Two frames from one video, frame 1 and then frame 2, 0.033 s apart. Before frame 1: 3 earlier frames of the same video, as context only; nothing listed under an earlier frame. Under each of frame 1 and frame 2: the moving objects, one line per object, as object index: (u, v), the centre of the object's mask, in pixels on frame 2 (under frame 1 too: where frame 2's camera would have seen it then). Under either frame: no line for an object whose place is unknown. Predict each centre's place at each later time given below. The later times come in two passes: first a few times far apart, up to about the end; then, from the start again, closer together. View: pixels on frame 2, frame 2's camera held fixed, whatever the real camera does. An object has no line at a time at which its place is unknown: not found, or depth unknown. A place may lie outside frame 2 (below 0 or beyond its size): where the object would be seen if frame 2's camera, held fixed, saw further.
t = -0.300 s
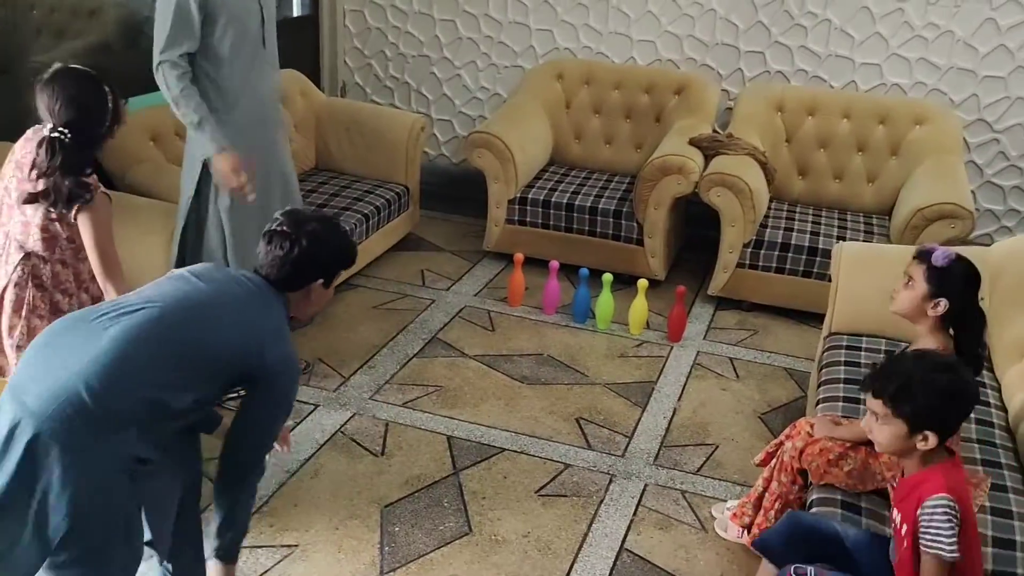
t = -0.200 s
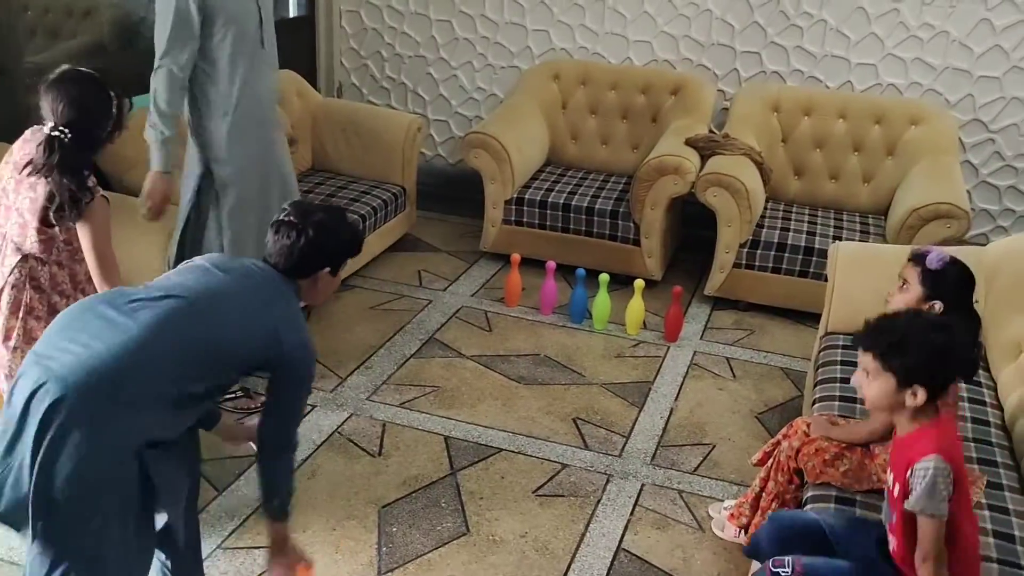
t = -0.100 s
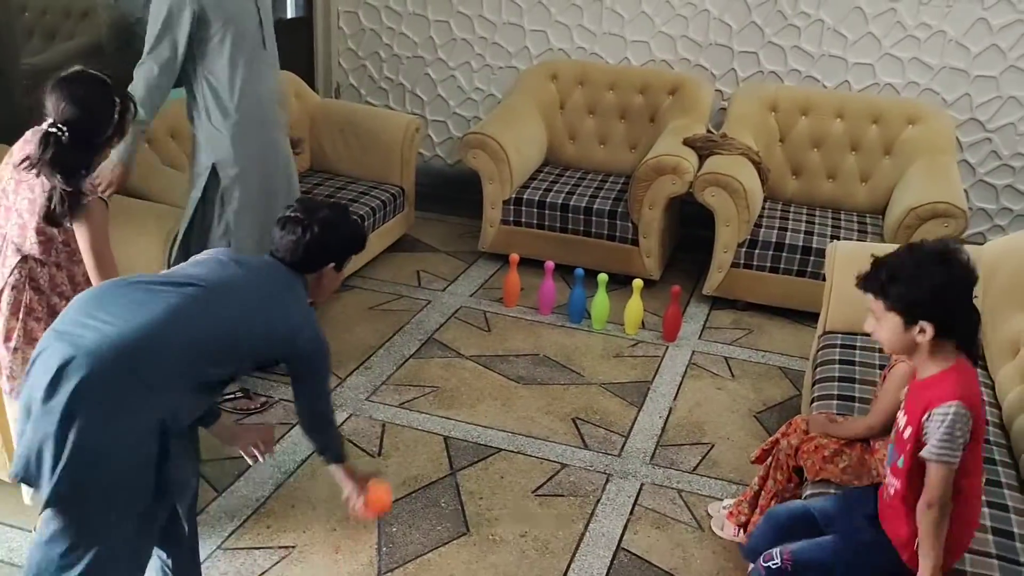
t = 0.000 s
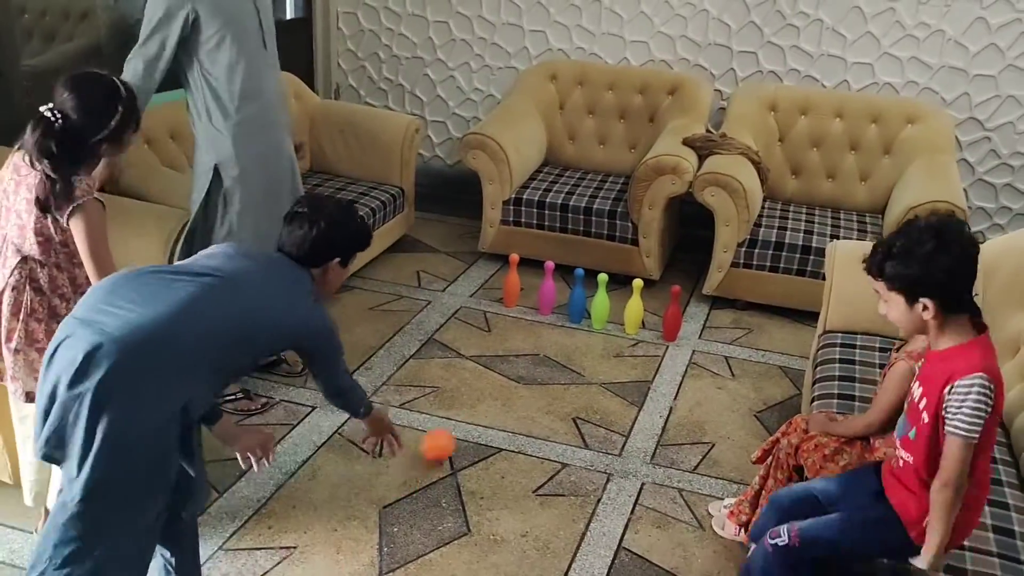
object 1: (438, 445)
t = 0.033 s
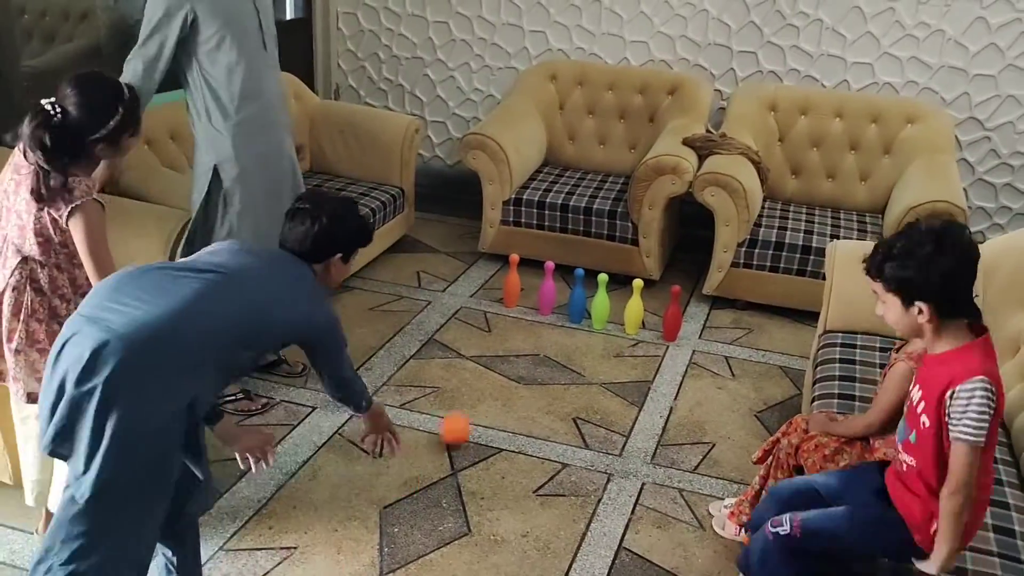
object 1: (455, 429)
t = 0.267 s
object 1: (542, 333)
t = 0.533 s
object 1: (557, 309)
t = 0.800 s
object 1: (554, 303)
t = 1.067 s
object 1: (542, 299)
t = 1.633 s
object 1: (530, 297)
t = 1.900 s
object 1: (529, 299)
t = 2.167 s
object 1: (529, 299)
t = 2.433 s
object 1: (535, 297)
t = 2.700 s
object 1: (541, 295)
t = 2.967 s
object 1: (540, 294)
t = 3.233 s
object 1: (535, 292)
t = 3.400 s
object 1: (532, 289)
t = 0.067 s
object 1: (471, 407)
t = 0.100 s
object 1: (486, 390)
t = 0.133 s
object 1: (498, 376)
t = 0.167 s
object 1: (512, 366)
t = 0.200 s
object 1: (523, 359)
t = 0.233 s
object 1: (533, 347)
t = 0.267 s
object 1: (542, 333)
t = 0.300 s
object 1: (552, 322)
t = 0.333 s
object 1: (560, 314)
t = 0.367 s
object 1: (563, 311)
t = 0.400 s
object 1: (559, 311)
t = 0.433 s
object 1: (557, 309)
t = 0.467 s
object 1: (557, 309)
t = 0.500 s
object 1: (557, 309)
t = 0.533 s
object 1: (557, 309)
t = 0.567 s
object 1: (556, 306)
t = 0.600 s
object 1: (556, 306)
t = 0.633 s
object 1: (555, 307)
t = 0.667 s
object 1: (554, 304)
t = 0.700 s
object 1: (554, 304)
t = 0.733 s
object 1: (554, 304)
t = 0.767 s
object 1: (554, 303)
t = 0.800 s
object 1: (554, 303)
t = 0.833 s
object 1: (553, 303)
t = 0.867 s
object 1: (551, 302)
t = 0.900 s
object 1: (550, 303)
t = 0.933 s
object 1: (548, 301)
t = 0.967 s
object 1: (547, 302)
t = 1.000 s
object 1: (545, 300)
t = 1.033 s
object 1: (544, 300)
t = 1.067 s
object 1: (542, 299)
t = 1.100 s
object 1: (541, 299)
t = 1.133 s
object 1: (539, 298)
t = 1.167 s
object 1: (544, 300)
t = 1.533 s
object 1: (530, 298)
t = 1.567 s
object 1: (531, 297)
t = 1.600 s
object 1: (531, 297)
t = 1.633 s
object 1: (530, 297)
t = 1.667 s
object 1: (531, 297)
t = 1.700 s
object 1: (530, 297)
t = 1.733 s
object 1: (530, 297)
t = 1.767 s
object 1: (530, 298)
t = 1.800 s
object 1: (530, 298)
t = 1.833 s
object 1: (529, 298)
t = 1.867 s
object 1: (529, 298)
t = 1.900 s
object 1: (529, 299)
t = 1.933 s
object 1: (529, 299)
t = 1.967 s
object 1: (529, 299)
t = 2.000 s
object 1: (529, 299)
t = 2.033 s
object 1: (529, 299)
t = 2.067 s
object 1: (529, 299)
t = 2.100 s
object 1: (529, 299)
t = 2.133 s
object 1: (529, 299)
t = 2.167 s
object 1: (529, 299)
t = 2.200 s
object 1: (530, 299)
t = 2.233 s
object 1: (530, 299)
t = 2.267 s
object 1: (531, 298)
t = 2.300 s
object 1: (533, 298)
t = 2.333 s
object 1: (534, 297)
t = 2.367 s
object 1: (535, 297)
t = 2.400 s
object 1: (535, 297)
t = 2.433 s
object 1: (535, 297)
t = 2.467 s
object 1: (536, 297)
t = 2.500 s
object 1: (537, 297)
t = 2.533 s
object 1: (539, 297)
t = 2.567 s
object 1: (540, 297)
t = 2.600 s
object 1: (540, 297)
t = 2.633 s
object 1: (541, 296)
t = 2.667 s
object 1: (541, 296)
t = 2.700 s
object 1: (541, 295)
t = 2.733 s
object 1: (542, 295)
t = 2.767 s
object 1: (542, 295)
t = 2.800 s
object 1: (542, 295)
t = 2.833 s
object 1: (542, 295)
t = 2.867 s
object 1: (541, 295)
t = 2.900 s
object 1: (541, 295)
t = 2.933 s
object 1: (541, 294)
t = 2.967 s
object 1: (540, 294)
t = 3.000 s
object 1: (540, 294)
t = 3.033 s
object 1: (539, 293)
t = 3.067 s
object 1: (538, 293)
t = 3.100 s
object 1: (538, 293)
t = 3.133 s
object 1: (537, 293)
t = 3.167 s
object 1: (537, 293)
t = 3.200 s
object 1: (536, 292)
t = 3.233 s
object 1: (535, 292)
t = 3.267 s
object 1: (534, 291)
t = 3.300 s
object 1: (534, 290)
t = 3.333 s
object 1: (533, 290)
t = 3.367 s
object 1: (533, 290)
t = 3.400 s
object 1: (532, 289)
